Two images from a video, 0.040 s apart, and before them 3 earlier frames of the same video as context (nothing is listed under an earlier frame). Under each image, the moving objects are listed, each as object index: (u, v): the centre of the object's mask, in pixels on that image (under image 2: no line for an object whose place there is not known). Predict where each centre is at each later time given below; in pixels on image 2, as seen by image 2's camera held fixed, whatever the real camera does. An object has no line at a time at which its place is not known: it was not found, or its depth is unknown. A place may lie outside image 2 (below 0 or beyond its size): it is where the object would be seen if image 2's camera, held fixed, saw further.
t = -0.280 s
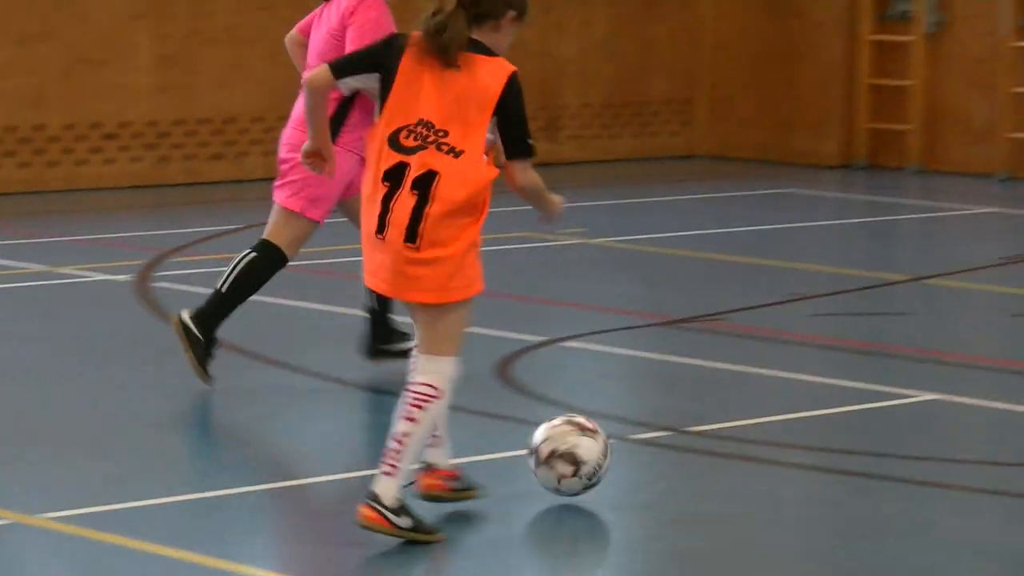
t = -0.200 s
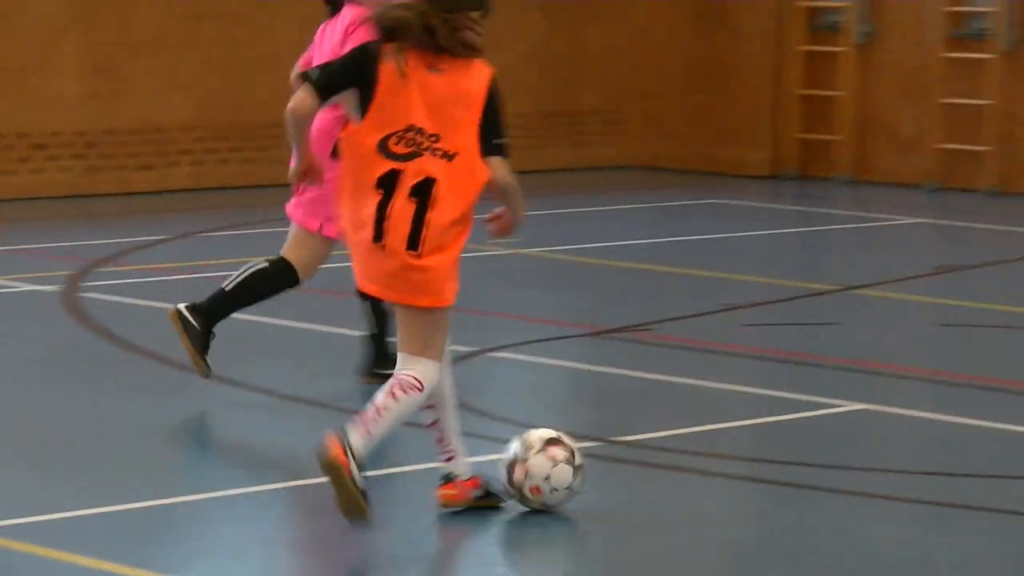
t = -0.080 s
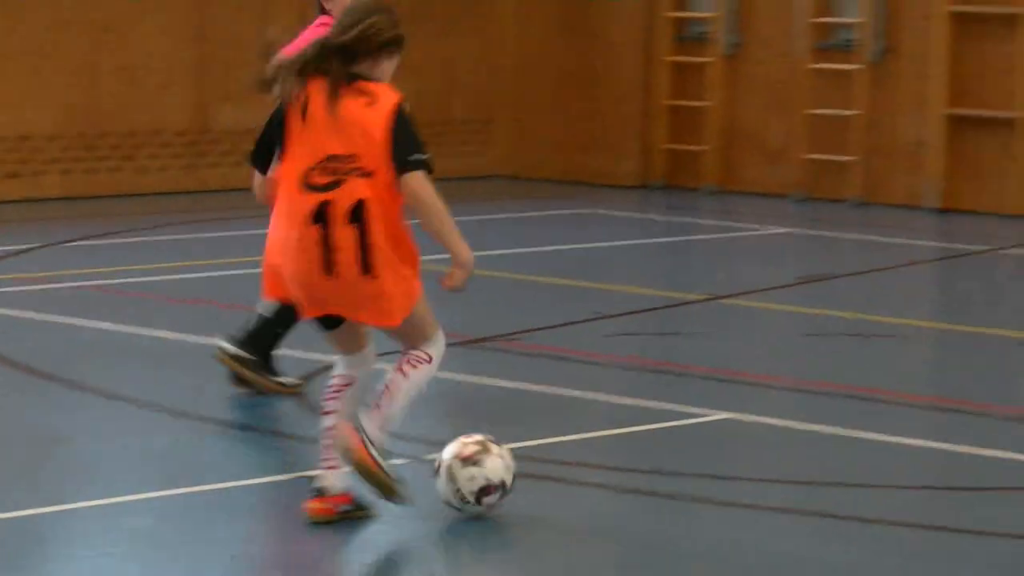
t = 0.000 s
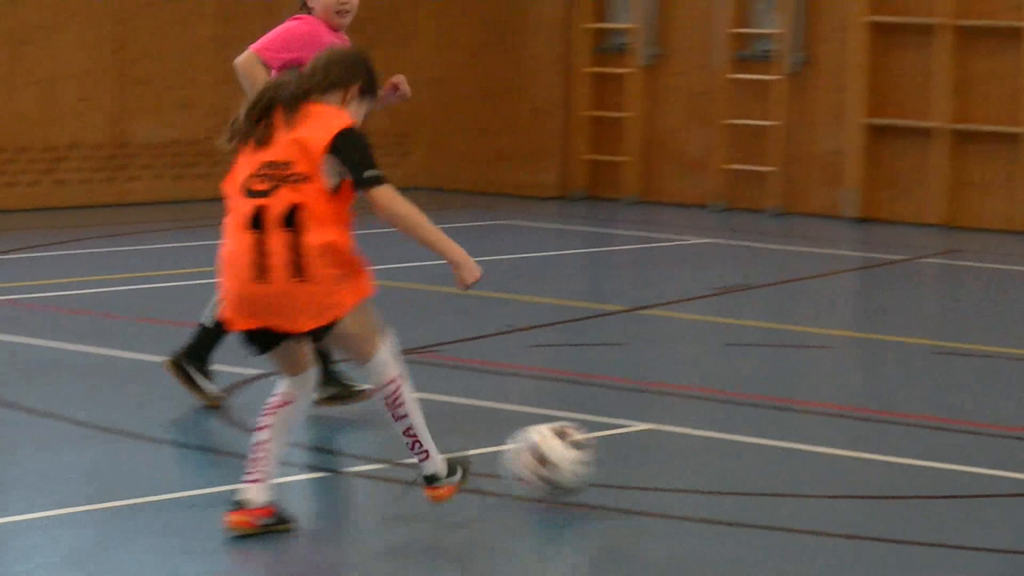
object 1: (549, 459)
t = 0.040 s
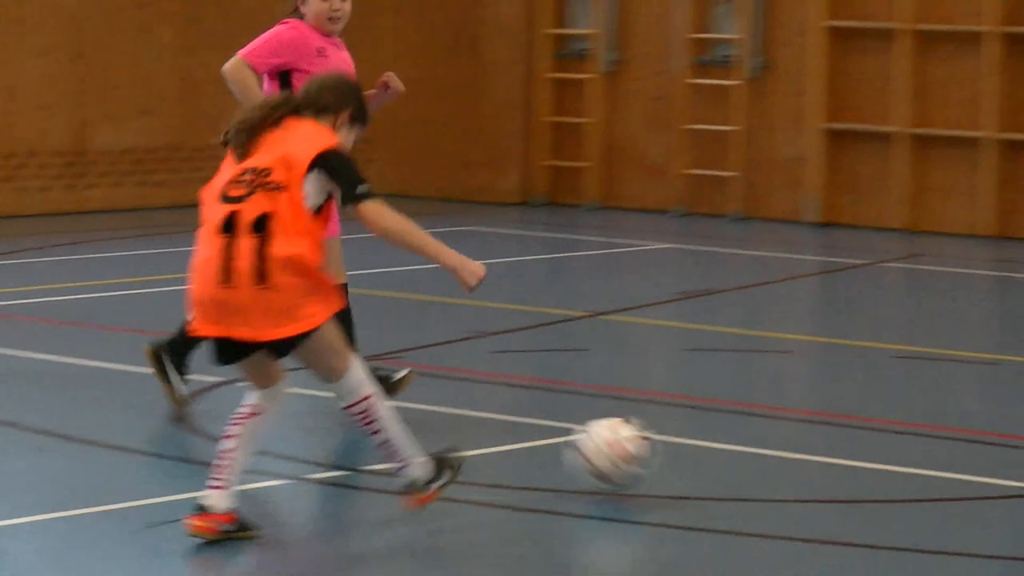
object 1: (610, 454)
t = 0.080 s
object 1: (702, 445)
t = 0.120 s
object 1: (786, 433)
